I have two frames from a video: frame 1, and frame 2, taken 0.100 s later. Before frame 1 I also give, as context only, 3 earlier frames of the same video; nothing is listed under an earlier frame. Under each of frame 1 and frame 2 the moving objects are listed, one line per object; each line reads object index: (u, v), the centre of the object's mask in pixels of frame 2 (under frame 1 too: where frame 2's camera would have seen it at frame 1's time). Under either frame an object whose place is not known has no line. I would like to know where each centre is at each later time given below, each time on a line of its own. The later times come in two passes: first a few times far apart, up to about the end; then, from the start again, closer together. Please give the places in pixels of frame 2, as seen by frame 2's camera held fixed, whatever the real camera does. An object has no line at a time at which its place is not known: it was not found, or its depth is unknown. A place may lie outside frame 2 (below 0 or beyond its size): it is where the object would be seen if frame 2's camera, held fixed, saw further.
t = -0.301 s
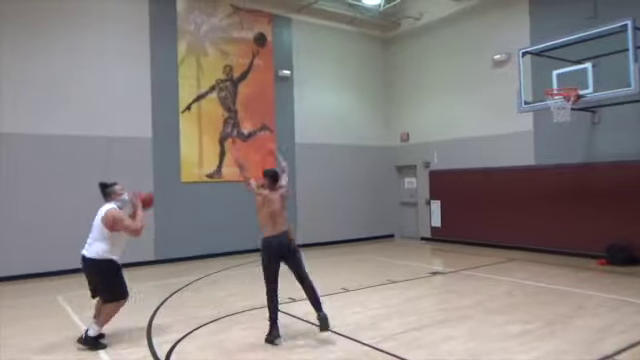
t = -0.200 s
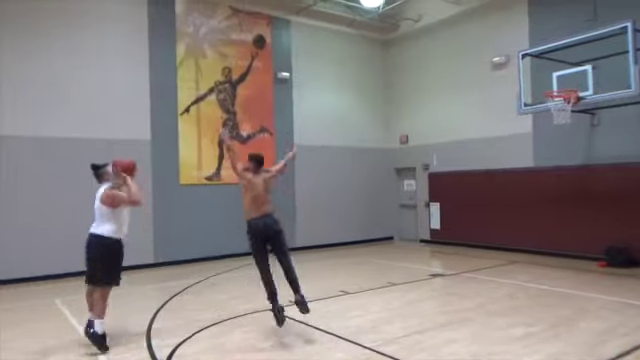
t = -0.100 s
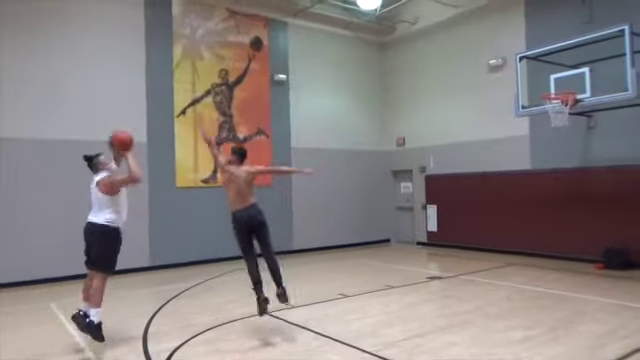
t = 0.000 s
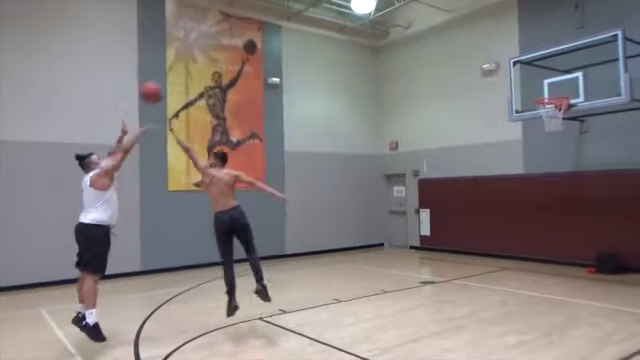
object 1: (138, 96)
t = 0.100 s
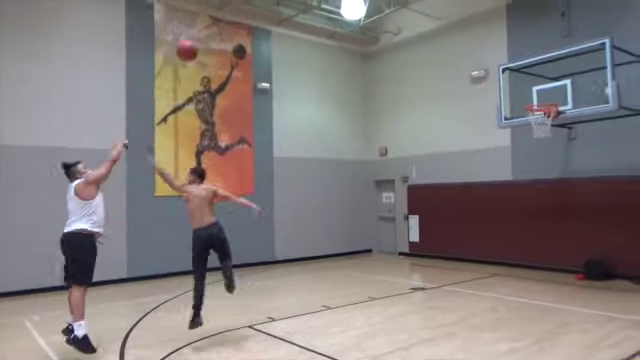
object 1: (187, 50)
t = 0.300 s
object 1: (269, -3)
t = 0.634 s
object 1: (374, -17)
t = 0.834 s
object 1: (423, 5)
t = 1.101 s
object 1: (481, 71)
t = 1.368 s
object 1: (504, 142)
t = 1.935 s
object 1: (499, 241)
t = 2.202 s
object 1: (483, 189)
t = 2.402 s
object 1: (470, 186)
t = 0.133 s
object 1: (202, 37)
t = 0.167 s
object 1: (217, 25)
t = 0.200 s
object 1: (230, 15)
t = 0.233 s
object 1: (244, 6)
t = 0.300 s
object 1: (269, -3)
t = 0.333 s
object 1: (280, -5)
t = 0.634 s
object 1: (374, -17)
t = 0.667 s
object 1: (383, -16)
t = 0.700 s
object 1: (391, -14)
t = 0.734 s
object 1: (399, -11)
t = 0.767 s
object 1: (407, -6)
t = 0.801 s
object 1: (414, -1)
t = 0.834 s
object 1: (423, 5)
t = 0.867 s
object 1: (431, 12)
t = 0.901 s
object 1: (438, 19)
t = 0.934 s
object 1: (446, 26)
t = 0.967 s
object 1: (453, 34)
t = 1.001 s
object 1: (460, 43)
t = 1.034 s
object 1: (467, 52)
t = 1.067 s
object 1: (473, 61)
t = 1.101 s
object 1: (481, 71)
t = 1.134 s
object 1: (486, 81)
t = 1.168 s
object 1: (493, 92)
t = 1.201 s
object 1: (499, 103)
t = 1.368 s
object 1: (504, 142)
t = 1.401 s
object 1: (504, 151)
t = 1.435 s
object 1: (504, 162)
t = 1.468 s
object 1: (505, 175)
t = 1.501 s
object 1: (504, 187)
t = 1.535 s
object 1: (505, 201)
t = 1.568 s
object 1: (505, 216)
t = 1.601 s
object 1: (506, 233)
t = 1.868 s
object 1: (502, 260)
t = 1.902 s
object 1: (501, 250)
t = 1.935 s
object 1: (499, 241)
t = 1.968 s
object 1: (497, 232)
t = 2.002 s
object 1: (495, 223)
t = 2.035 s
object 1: (494, 216)
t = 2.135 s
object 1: (488, 197)
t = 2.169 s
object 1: (487, 192)
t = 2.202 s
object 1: (483, 189)
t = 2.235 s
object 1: (482, 187)
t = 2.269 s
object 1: (480, 185)
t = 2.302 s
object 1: (478, 184)
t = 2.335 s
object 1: (475, 184)
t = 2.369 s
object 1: (473, 184)
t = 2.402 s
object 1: (470, 186)
